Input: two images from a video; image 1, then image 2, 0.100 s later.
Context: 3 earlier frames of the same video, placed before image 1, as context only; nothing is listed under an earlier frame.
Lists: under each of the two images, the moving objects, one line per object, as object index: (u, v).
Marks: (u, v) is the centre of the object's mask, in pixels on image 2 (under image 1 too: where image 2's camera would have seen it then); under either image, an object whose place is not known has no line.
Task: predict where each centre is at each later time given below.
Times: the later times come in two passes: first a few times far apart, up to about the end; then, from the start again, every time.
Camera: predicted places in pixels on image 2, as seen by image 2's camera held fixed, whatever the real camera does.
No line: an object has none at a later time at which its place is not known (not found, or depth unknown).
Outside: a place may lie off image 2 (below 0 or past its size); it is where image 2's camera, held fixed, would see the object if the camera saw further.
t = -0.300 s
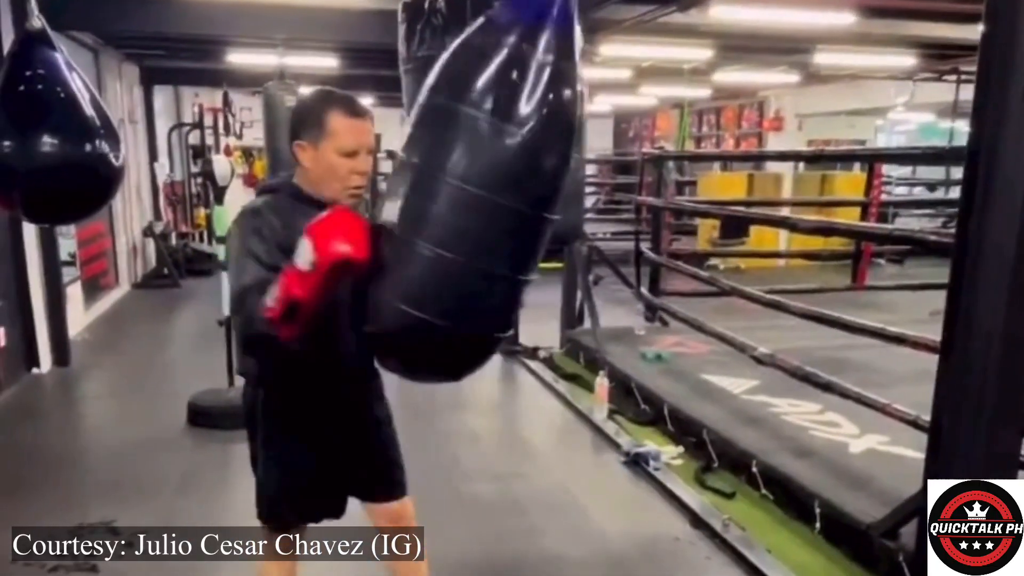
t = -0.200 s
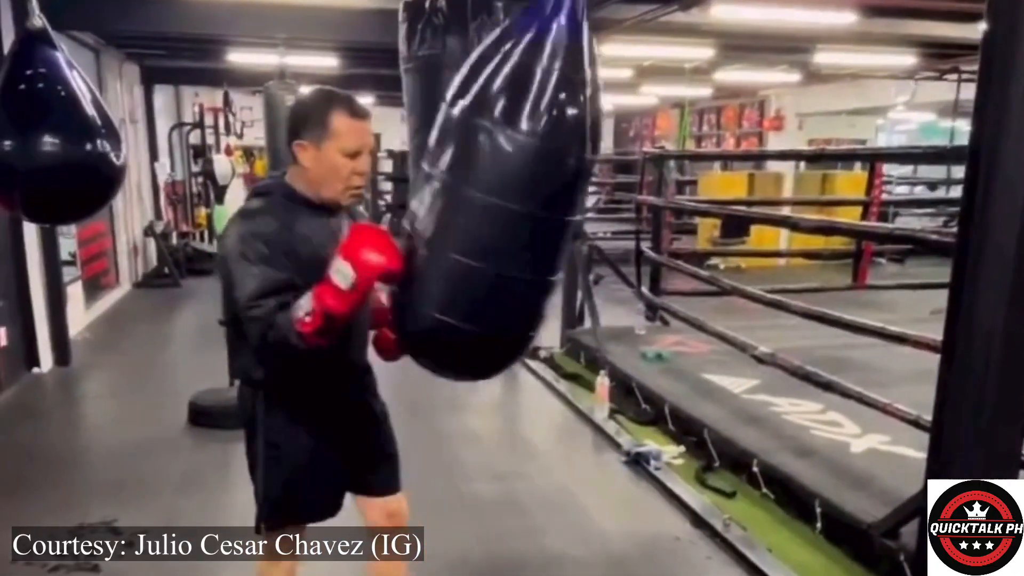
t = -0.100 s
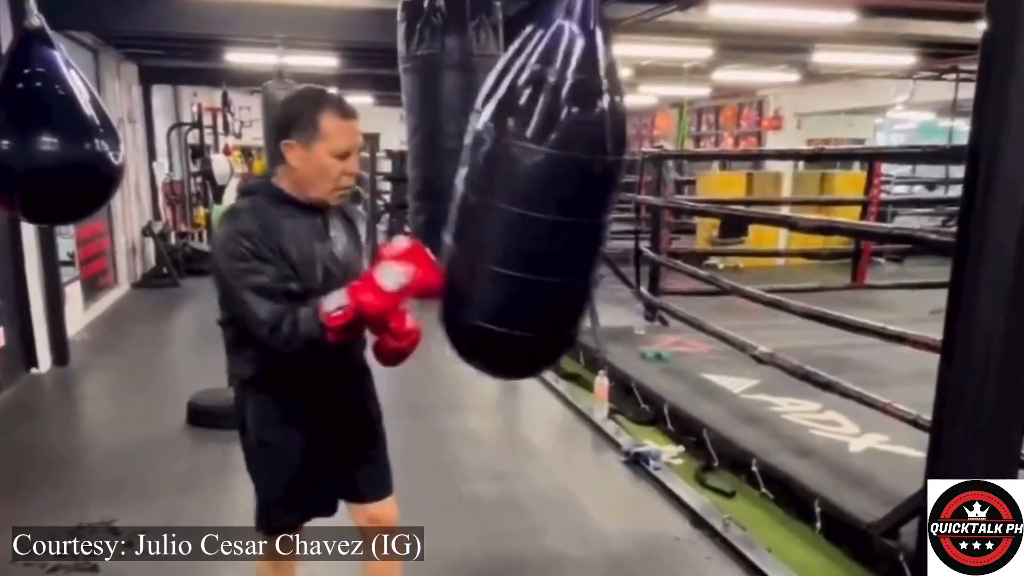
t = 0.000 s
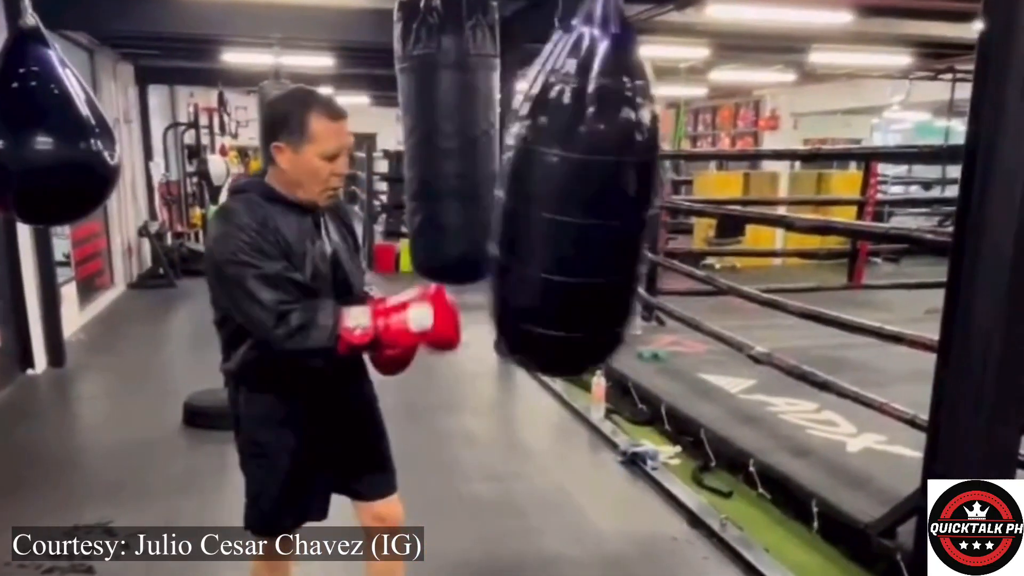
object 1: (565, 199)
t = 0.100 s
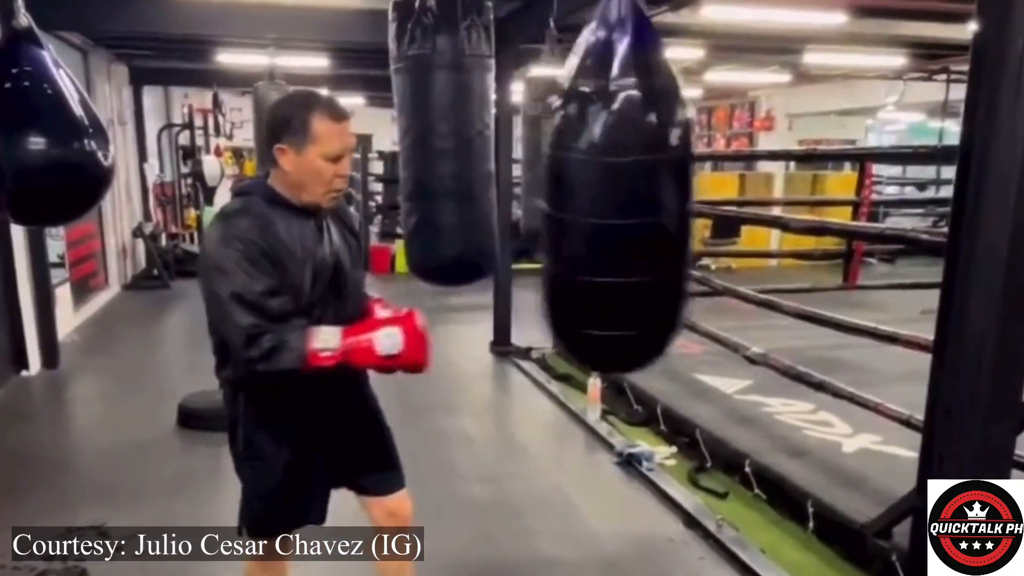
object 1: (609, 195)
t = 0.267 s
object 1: (675, 187)
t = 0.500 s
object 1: (752, 181)
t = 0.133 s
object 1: (621, 193)
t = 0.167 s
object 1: (629, 188)
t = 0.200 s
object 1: (647, 189)
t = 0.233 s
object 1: (661, 188)
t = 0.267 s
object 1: (675, 187)
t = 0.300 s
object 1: (689, 185)
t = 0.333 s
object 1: (701, 183)
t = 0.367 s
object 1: (714, 182)
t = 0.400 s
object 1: (726, 182)
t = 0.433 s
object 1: (733, 181)
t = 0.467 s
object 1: (743, 180)
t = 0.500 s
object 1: (752, 181)
